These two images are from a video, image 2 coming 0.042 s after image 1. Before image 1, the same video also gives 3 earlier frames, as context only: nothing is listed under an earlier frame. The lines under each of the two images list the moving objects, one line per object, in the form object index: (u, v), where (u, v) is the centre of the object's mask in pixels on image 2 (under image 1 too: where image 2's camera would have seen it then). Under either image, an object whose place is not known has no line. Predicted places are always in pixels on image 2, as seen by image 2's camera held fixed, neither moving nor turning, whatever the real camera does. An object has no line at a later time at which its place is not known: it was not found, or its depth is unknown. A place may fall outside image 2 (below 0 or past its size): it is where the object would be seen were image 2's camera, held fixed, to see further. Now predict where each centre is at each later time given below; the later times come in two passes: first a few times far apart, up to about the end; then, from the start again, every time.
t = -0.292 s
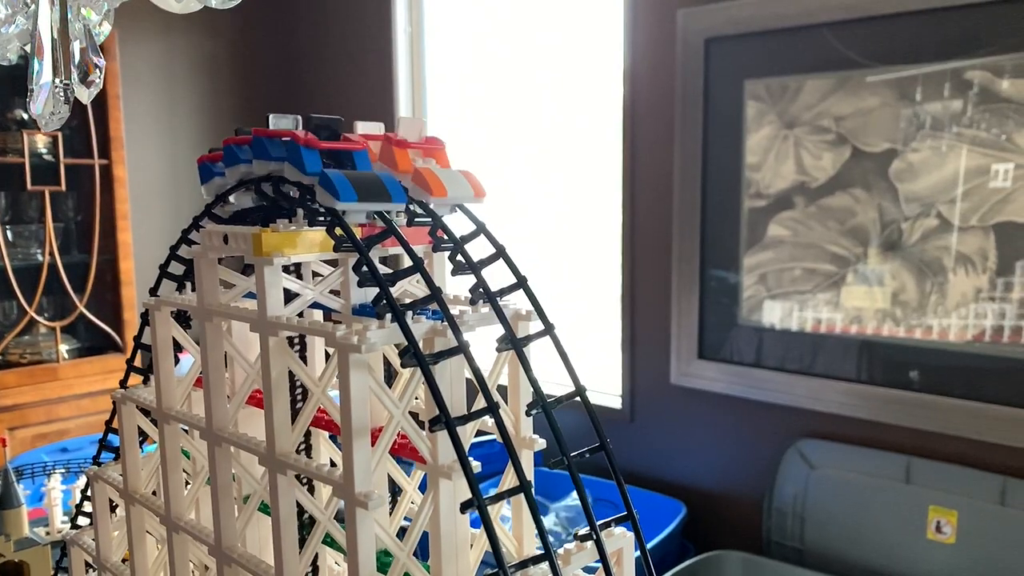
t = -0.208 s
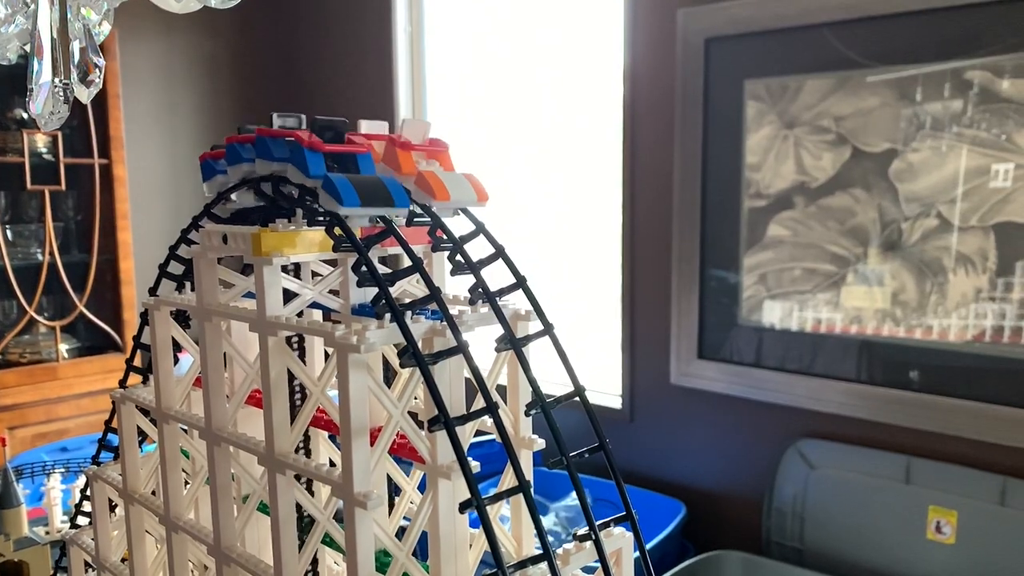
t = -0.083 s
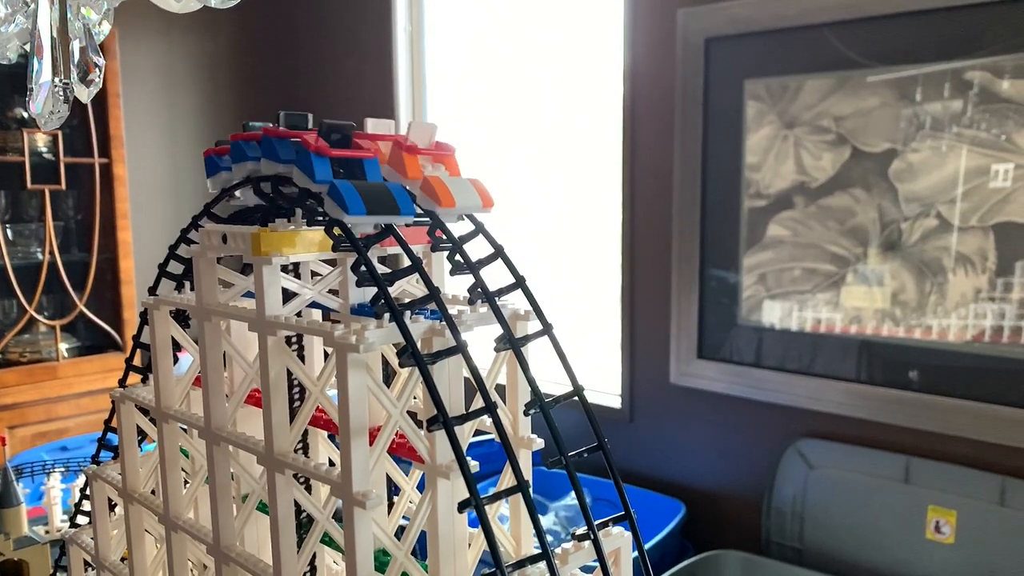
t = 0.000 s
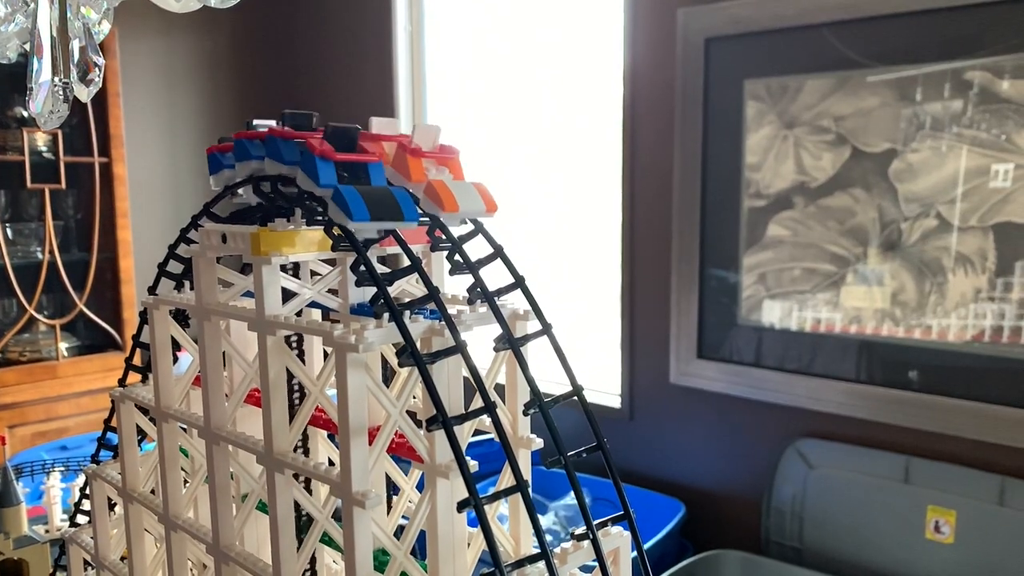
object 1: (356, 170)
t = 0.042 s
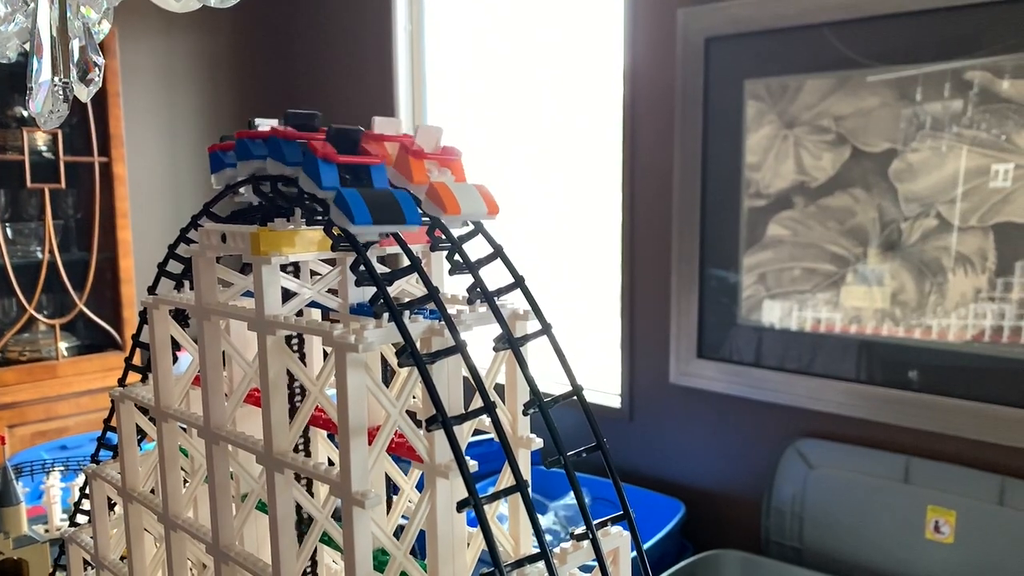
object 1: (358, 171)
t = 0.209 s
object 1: (368, 176)
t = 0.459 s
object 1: (385, 191)
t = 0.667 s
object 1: (404, 208)
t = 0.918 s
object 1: (440, 250)
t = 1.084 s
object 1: (470, 291)
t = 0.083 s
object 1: (360, 172)
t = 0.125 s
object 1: (363, 174)
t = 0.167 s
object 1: (365, 175)
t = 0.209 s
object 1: (368, 176)
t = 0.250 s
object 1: (370, 178)
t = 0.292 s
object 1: (374, 181)
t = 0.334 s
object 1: (376, 182)
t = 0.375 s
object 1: (379, 185)
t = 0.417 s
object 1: (381, 187)
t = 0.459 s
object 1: (385, 191)
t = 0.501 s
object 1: (388, 192)
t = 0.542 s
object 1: (391, 196)
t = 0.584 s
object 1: (395, 199)
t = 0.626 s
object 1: (399, 203)
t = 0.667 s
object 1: (404, 208)
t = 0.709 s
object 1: (409, 214)
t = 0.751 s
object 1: (414, 219)
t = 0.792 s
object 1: (419, 224)
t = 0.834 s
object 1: (426, 234)
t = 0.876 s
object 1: (433, 242)
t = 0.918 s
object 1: (440, 250)
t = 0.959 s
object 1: (447, 260)
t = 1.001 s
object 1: (454, 272)
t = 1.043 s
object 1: (464, 287)
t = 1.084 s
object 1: (470, 291)
